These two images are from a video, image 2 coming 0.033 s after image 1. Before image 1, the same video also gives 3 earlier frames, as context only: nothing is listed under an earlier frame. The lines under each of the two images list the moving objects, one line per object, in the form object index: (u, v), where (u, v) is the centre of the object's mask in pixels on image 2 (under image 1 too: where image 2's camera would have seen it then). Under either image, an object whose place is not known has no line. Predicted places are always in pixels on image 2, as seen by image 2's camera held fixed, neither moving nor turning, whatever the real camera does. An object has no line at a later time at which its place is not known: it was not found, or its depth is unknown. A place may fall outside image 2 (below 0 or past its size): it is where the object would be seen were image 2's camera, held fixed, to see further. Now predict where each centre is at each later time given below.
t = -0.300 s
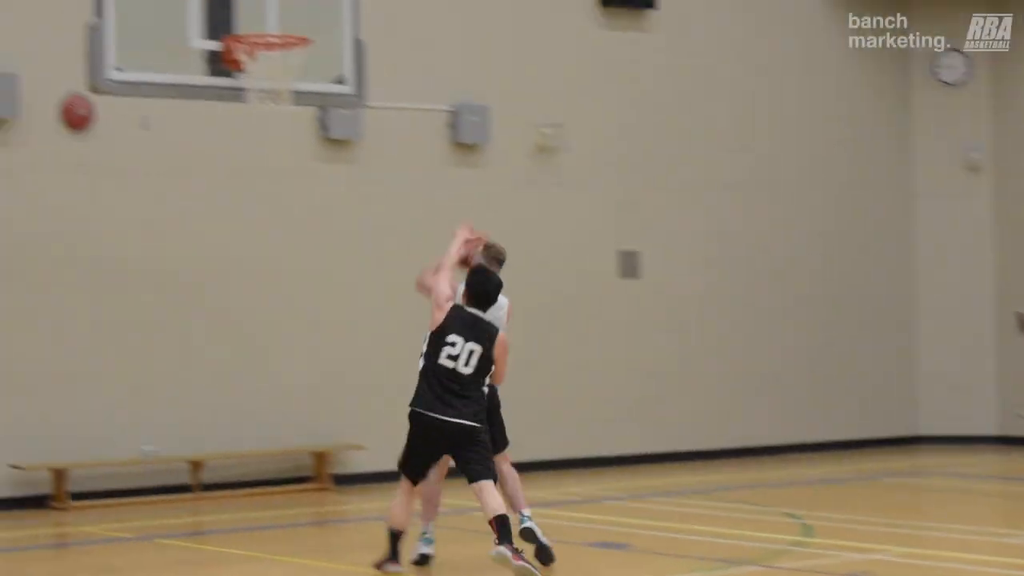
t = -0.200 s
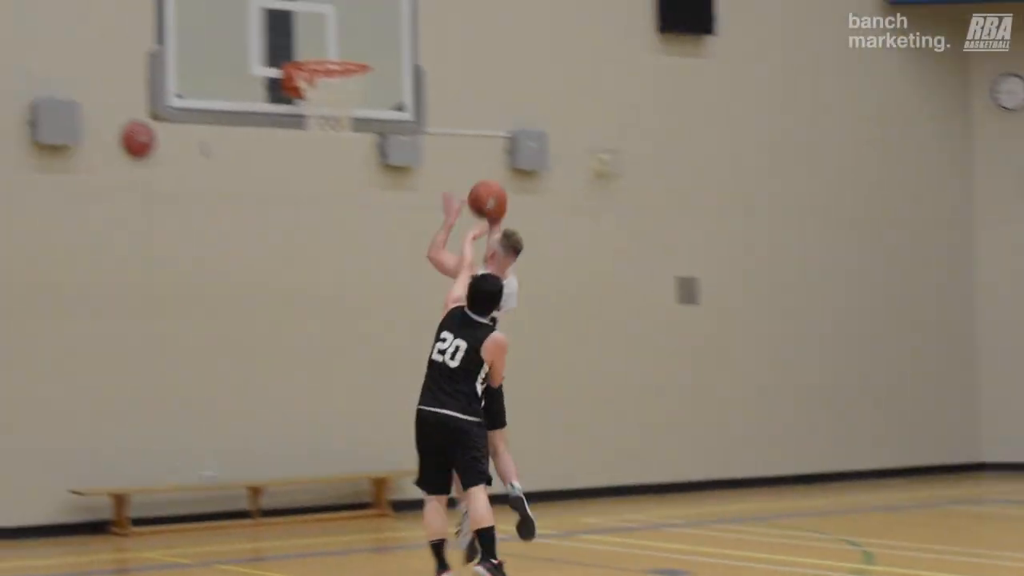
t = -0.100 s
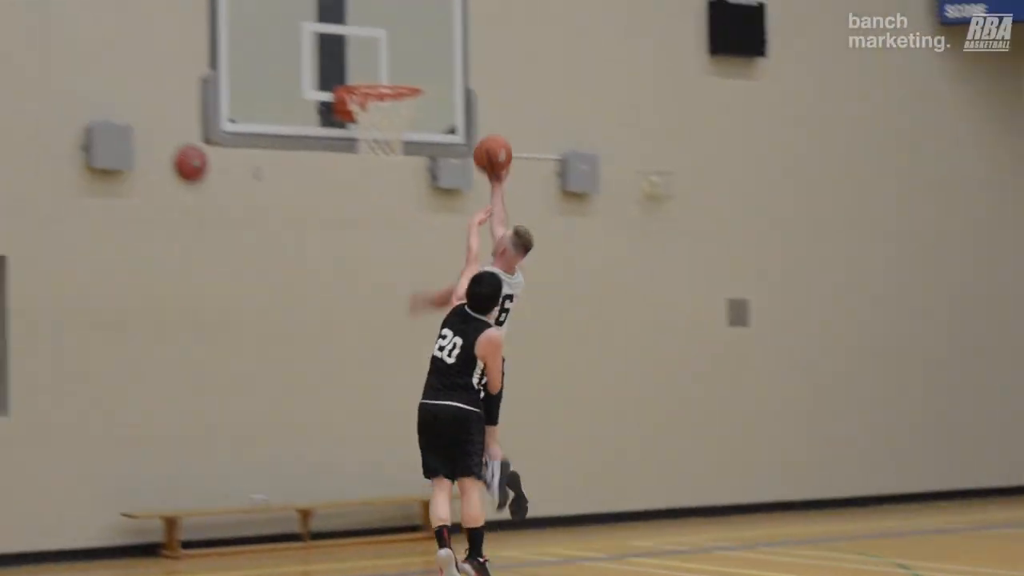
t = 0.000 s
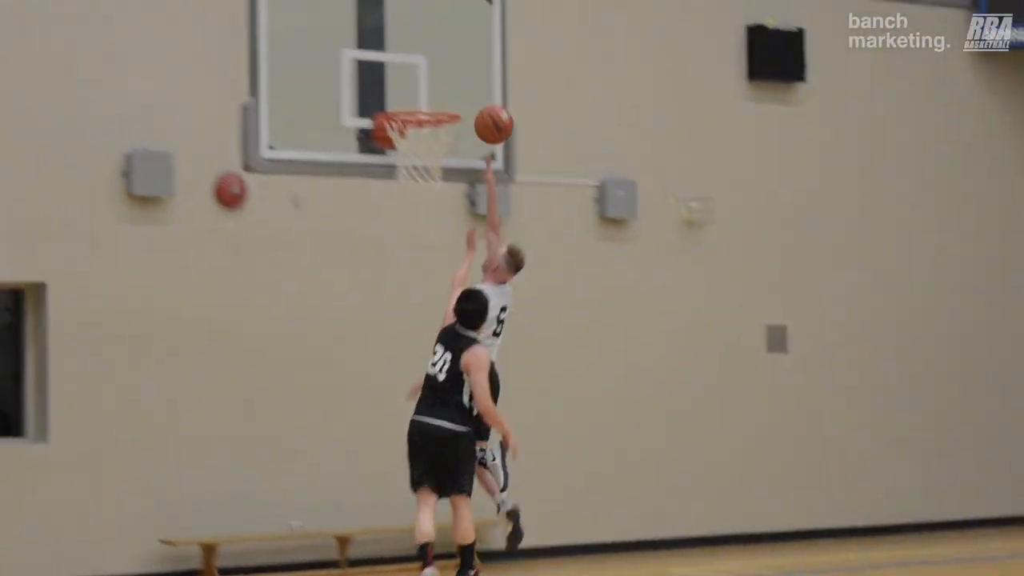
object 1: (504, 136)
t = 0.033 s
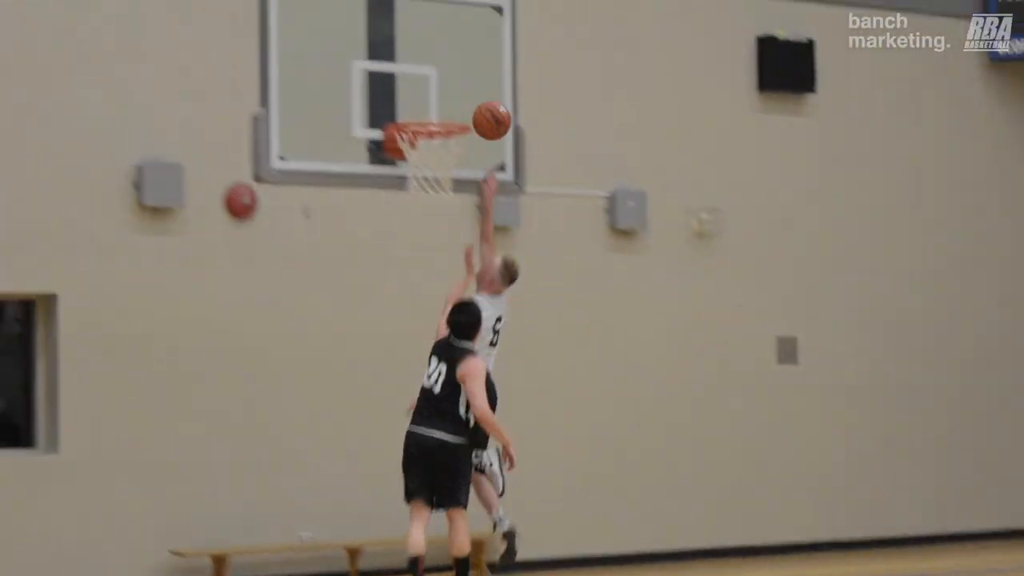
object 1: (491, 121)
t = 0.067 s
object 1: (480, 107)
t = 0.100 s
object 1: (475, 97)
